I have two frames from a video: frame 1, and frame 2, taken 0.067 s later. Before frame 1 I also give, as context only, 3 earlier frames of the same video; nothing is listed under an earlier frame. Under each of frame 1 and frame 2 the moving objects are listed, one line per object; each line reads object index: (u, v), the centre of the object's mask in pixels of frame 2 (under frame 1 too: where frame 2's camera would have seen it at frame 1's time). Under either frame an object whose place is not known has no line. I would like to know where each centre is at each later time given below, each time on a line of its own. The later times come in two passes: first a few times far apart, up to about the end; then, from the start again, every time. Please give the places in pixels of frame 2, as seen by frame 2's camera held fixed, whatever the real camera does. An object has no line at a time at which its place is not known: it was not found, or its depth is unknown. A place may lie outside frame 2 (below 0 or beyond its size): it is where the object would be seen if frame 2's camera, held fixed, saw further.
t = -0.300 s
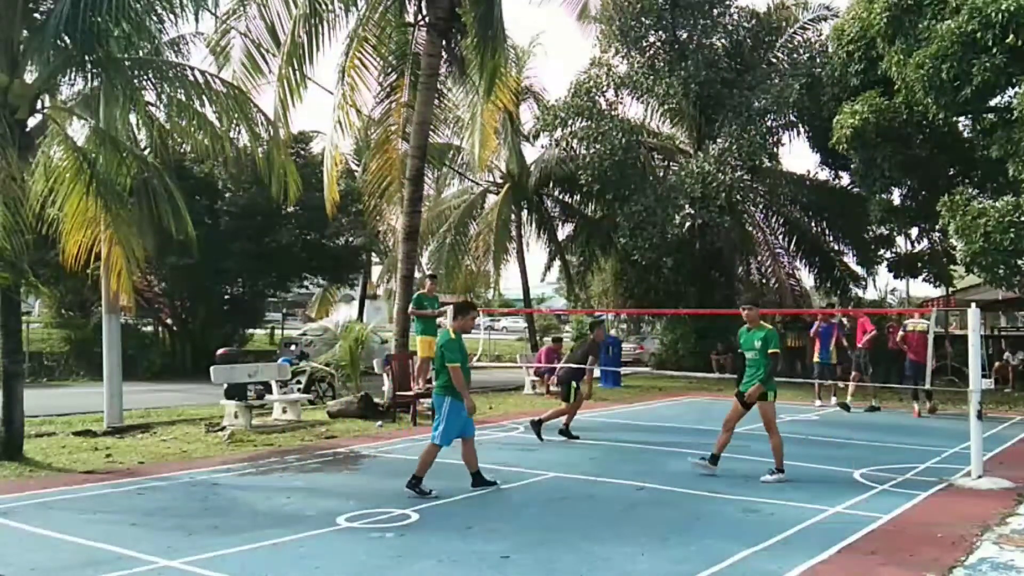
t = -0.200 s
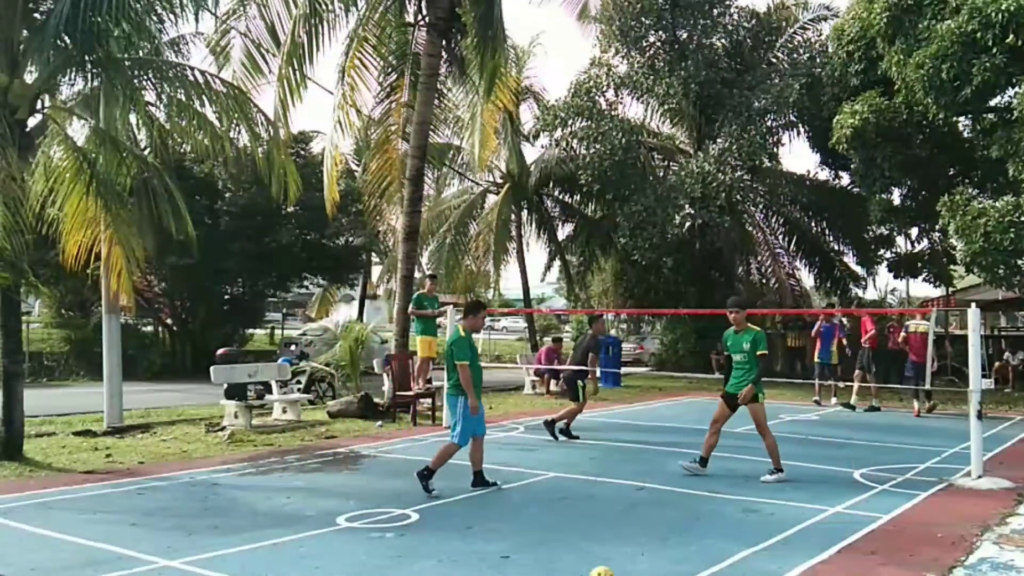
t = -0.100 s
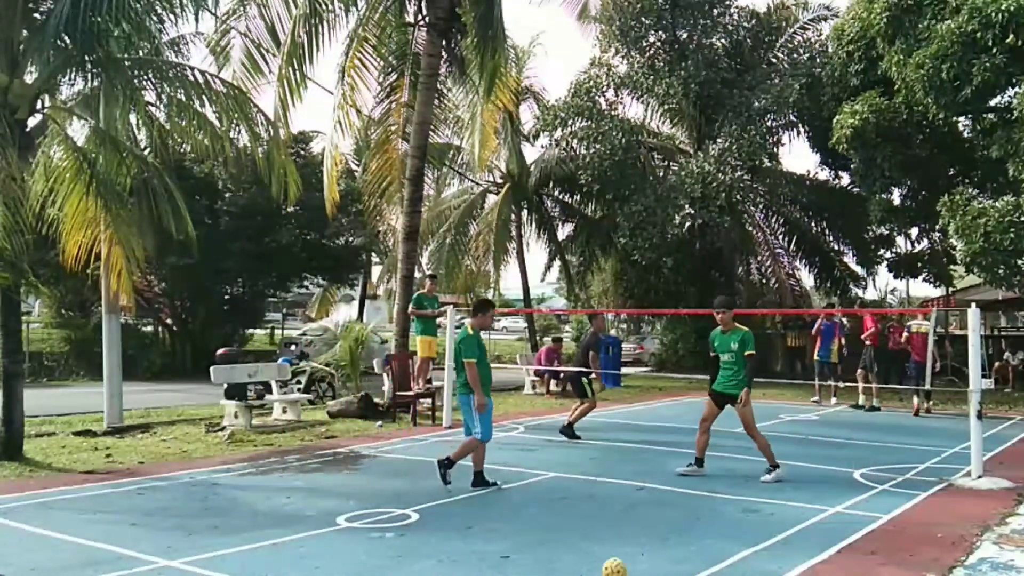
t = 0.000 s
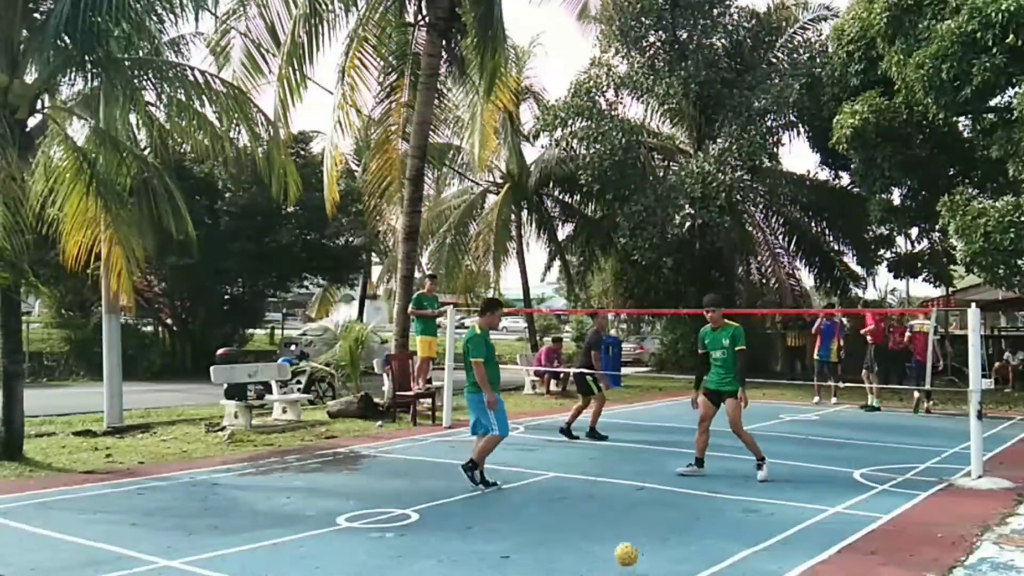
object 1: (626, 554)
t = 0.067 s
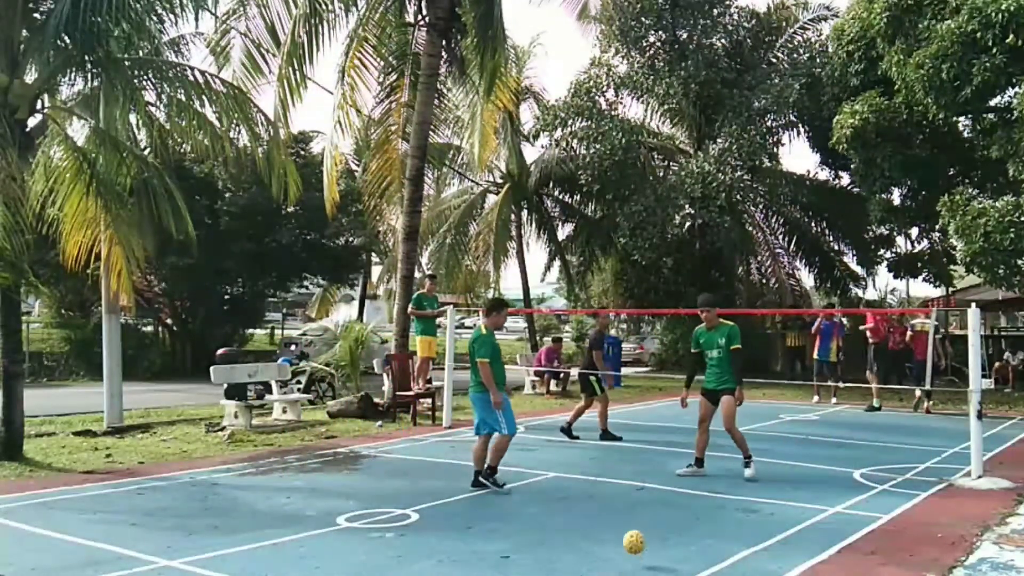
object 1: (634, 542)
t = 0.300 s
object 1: (655, 522)
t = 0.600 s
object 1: (676, 505)
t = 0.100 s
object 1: (637, 540)
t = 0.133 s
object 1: (641, 539)
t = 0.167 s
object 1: (644, 540)
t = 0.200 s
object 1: (647, 537)
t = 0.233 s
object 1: (650, 530)
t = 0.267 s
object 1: (653, 525)
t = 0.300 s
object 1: (655, 522)
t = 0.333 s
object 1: (658, 521)
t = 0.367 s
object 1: (660, 522)
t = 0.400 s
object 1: (663, 520)
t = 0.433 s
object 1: (665, 513)
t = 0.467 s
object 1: (667, 509)
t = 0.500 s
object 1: (669, 506)
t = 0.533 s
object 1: (672, 505)
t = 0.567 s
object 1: (674, 506)
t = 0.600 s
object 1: (676, 505)
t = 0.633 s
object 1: (678, 501)
